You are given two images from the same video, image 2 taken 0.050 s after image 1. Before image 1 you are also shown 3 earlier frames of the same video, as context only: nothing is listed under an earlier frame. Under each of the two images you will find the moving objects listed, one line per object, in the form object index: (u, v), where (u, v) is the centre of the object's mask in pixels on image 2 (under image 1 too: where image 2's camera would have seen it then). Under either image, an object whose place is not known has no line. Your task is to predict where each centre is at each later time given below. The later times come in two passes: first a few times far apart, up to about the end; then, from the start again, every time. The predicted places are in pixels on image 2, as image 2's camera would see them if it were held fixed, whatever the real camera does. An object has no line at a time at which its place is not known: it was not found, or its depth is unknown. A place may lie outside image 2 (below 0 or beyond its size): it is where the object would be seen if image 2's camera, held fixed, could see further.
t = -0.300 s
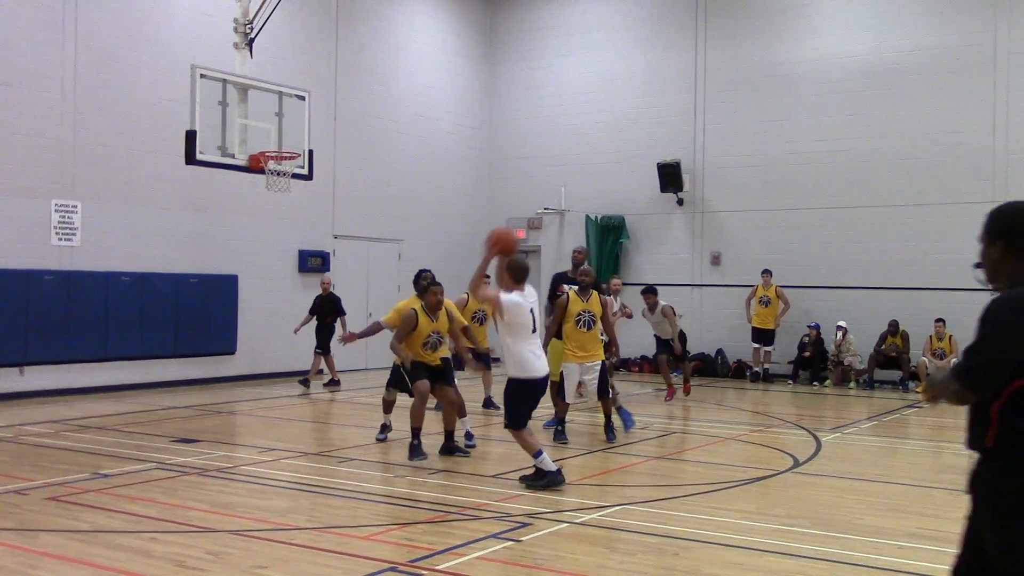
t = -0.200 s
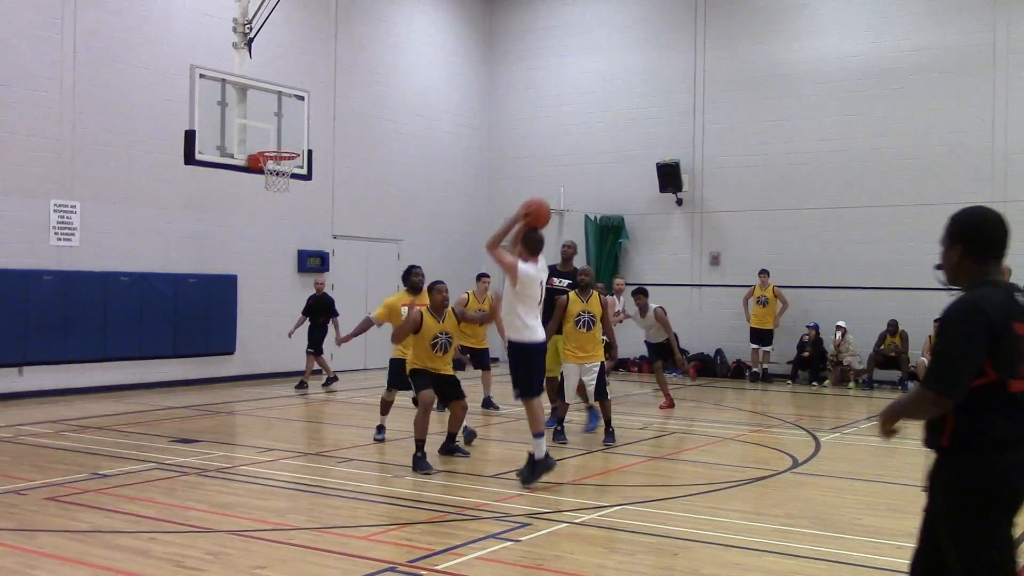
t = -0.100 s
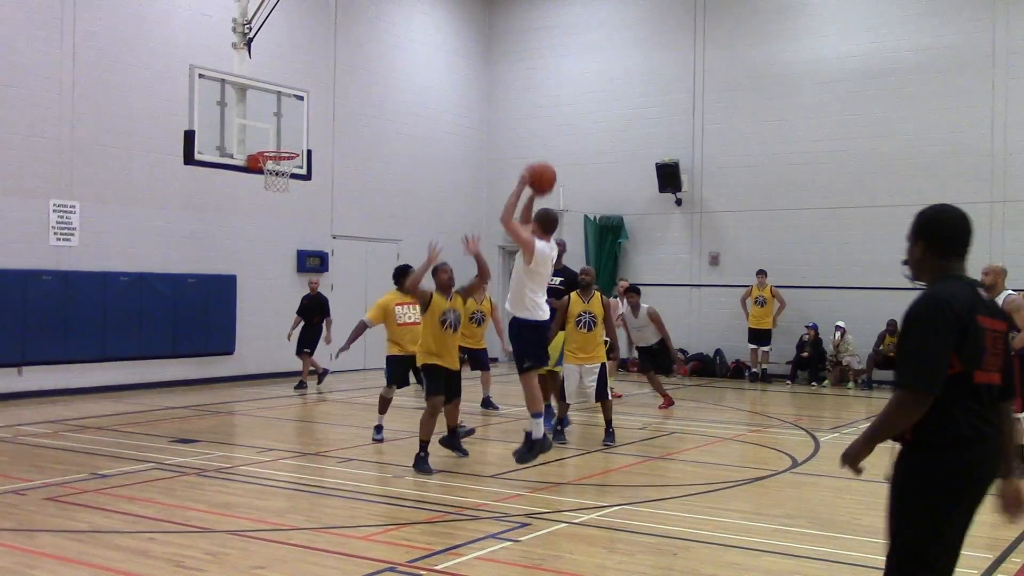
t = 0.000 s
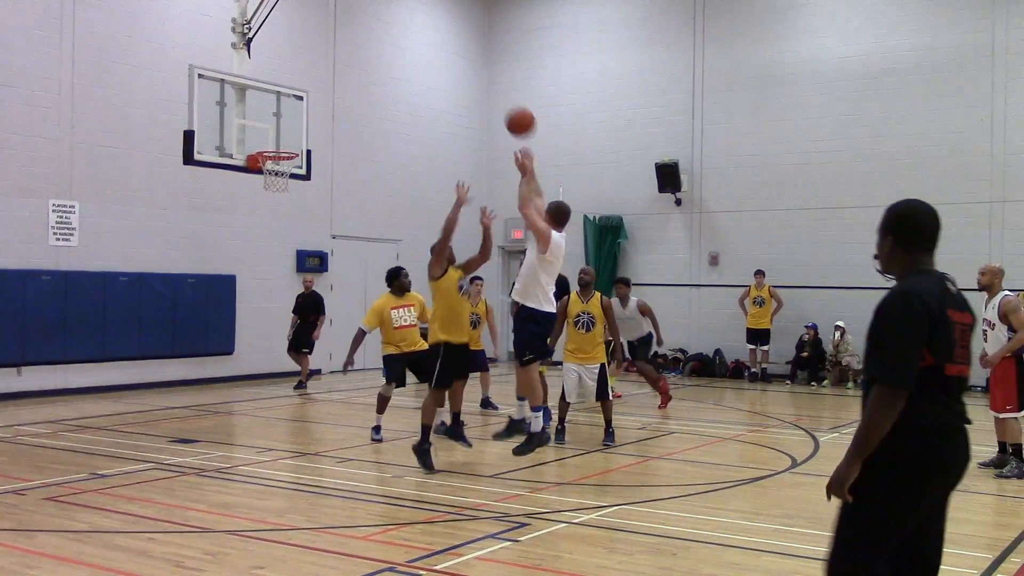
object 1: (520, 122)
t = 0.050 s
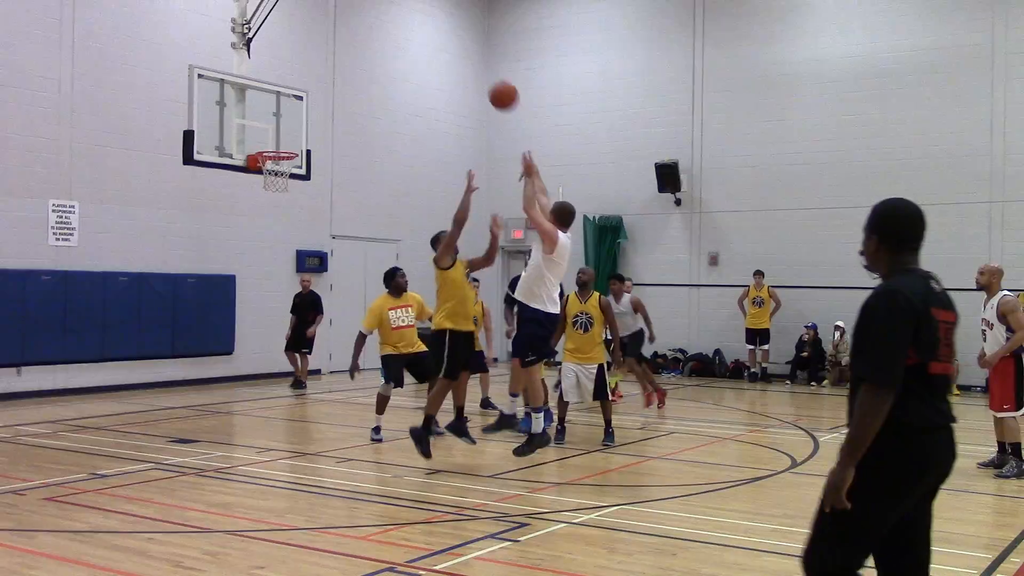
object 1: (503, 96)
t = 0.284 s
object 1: (436, 23)
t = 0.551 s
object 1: (374, 19)
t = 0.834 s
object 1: (320, 83)
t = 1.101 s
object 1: (277, 124)
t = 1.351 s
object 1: (277, 91)
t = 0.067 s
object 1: (498, 88)
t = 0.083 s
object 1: (493, 81)
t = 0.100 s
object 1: (488, 74)
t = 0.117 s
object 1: (483, 67)
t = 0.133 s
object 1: (478, 61)
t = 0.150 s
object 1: (473, 55)
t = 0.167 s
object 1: (468, 50)
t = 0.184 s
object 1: (463, 45)
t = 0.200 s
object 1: (458, 40)
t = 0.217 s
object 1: (454, 36)
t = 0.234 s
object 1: (449, 32)
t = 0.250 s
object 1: (445, 29)
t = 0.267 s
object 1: (440, 26)
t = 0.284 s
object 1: (436, 23)
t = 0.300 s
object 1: (432, 20)
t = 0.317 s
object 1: (428, 18)
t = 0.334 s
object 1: (423, 16)
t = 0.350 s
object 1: (419, 15)
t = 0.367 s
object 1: (415, 13)
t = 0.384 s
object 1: (411, 13)
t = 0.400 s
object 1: (407, 12)
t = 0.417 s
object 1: (403, 12)
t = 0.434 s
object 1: (399, 12)
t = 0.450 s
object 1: (395, 12)
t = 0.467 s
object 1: (392, 12)
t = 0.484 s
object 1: (388, 13)
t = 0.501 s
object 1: (384, 14)
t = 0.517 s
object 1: (381, 15)
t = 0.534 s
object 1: (377, 17)
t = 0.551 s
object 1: (374, 19)
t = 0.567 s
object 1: (371, 21)
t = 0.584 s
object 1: (367, 23)
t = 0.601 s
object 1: (364, 25)
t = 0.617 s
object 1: (360, 28)
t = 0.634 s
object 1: (357, 31)
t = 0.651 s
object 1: (354, 34)
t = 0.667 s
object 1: (350, 38)
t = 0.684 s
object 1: (347, 42)
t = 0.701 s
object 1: (344, 45)
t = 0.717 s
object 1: (341, 49)
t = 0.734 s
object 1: (338, 53)
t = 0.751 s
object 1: (335, 58)
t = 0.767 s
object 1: (331, 62)
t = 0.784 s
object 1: (329, 67)
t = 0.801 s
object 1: (325, 72)
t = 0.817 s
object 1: (322, 77)
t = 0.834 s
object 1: (320, 83)
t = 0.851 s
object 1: (317, 88)
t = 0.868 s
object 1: (314, 94)
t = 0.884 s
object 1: (311, 100)
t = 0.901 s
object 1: (308, 106)
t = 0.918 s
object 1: (305, 112)
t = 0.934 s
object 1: (302, 118)
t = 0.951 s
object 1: (299, 125)
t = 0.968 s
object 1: (297, 132)
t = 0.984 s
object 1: (294, 138)
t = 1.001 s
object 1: (291, 144)
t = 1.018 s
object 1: (289, 144)
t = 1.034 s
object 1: (286, 140)
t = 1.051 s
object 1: (284, 136)
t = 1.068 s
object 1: (281, 132)
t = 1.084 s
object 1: (279, 128)
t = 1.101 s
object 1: (277, 124)
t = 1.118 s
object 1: (274, 121)
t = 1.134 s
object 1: (272, 118)
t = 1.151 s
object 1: (269, 115)
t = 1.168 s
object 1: (267, 112)
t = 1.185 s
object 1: (267, 109)
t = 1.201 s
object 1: (268, 106)
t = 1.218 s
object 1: (269, 104)
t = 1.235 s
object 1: (270, 102)
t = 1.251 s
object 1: (271, 100)
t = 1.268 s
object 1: (272, 97)
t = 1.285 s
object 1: (273, 95)
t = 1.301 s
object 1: (274, 94)
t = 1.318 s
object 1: (275, 93)
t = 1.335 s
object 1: (276, 92)
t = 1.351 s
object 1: (277, 91)
